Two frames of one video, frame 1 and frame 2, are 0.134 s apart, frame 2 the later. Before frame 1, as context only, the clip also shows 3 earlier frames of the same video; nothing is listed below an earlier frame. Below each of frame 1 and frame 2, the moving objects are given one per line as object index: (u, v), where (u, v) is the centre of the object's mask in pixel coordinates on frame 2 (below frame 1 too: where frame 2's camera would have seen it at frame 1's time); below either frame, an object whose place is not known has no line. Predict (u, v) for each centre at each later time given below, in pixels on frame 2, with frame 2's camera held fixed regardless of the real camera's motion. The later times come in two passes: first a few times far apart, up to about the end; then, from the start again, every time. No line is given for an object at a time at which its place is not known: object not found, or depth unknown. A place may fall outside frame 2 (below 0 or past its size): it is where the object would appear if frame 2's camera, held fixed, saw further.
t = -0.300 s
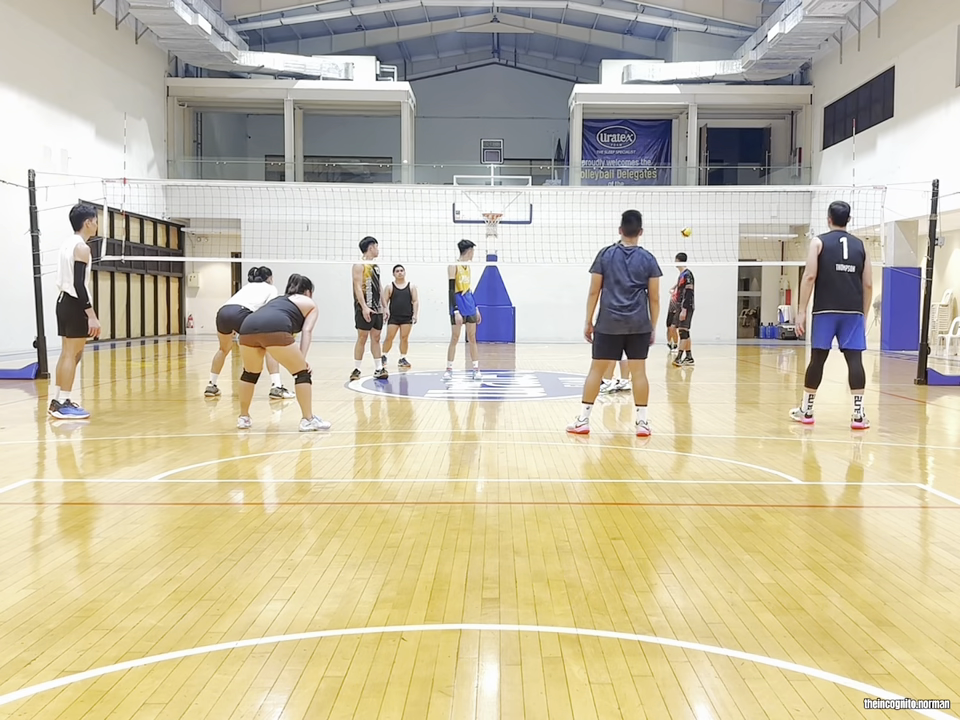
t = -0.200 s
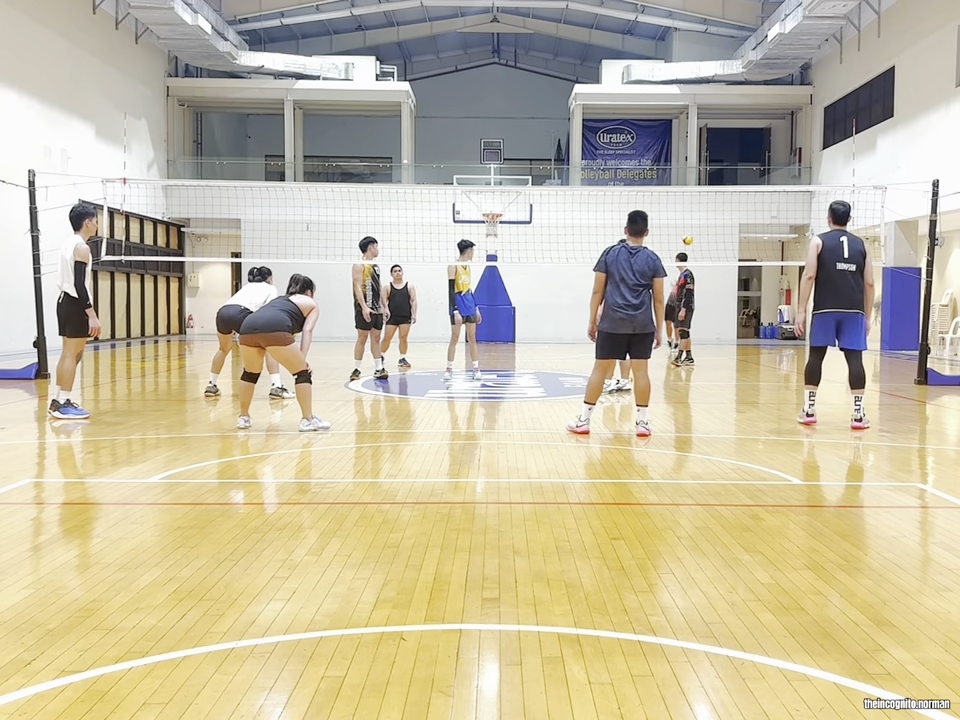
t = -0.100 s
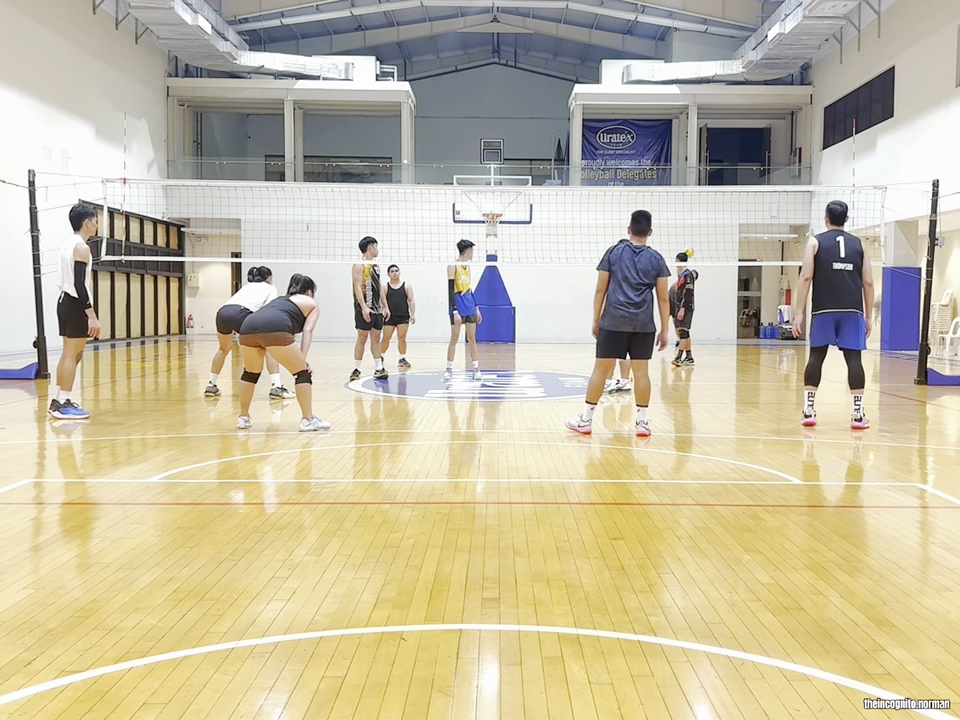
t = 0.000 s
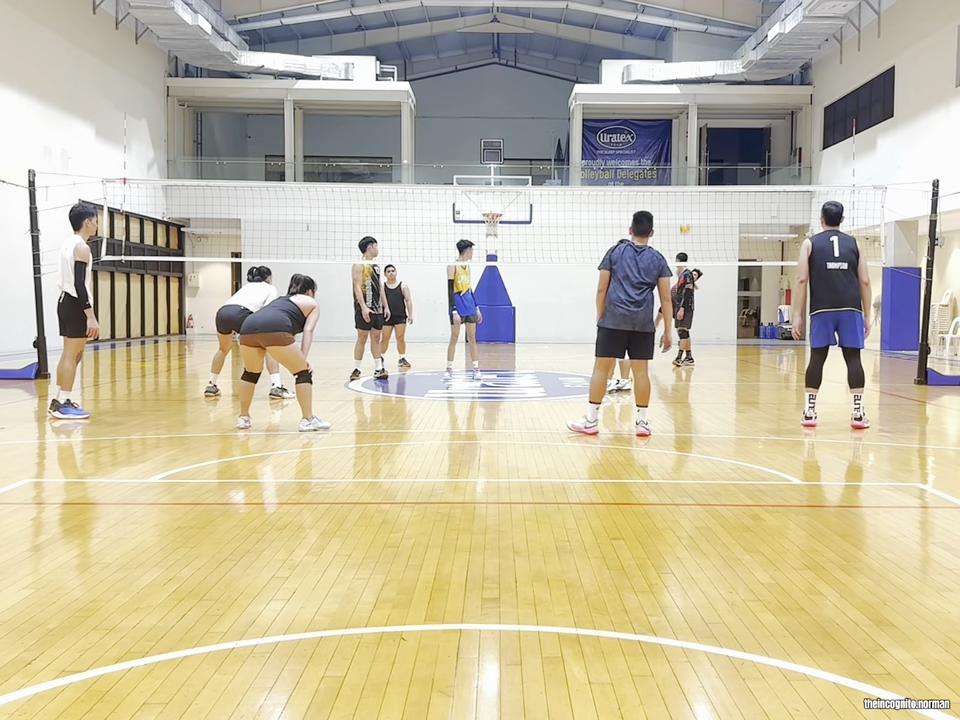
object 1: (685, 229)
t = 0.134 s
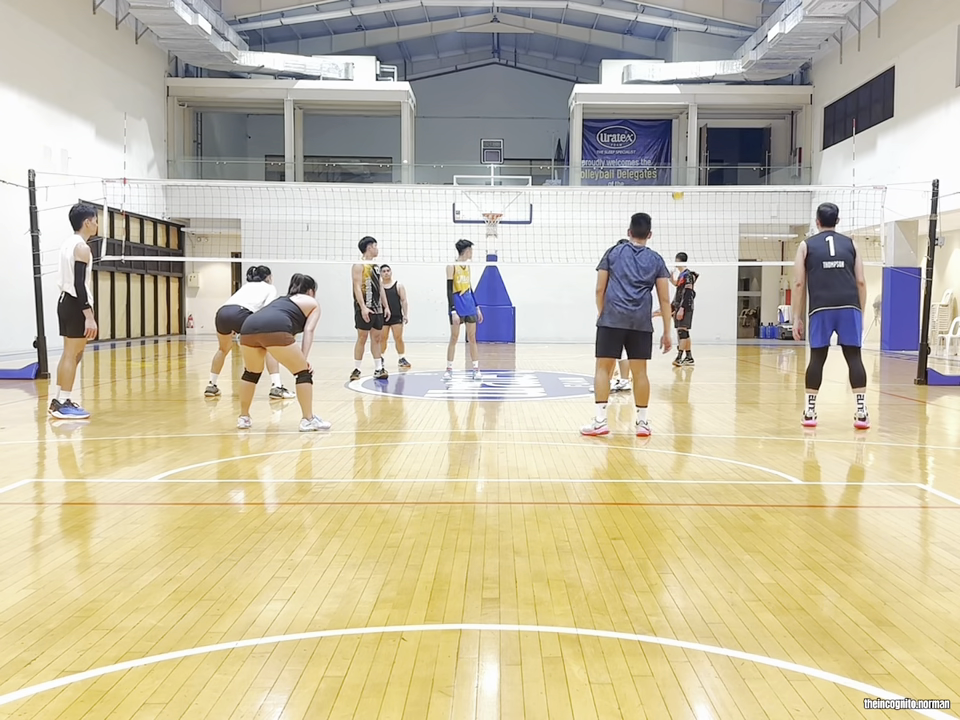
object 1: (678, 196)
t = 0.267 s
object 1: (671, 166)
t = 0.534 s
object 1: (651, 134)
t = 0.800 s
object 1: (616, 147)
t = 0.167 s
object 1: (675, 182)
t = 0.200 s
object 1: (673, 178)
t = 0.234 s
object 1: (672, 172)
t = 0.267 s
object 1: (671, 166)
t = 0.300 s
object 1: (669, 160)
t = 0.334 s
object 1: (667, 155)
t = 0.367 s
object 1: (665, 150)
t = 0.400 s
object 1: (663, 145)
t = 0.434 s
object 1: (661, 142)
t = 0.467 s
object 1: (658, 138)
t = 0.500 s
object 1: (655, 136)
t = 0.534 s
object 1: (651, 134)
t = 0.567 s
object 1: (647, 132)
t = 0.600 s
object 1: (643, 132)
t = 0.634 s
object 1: (639, 132)
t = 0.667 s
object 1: (634, 133)
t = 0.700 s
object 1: (630, 135)
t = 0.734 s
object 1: (625, 138)
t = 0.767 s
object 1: (621, 142)
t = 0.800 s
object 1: (616, 147)
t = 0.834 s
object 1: (612, 154)
